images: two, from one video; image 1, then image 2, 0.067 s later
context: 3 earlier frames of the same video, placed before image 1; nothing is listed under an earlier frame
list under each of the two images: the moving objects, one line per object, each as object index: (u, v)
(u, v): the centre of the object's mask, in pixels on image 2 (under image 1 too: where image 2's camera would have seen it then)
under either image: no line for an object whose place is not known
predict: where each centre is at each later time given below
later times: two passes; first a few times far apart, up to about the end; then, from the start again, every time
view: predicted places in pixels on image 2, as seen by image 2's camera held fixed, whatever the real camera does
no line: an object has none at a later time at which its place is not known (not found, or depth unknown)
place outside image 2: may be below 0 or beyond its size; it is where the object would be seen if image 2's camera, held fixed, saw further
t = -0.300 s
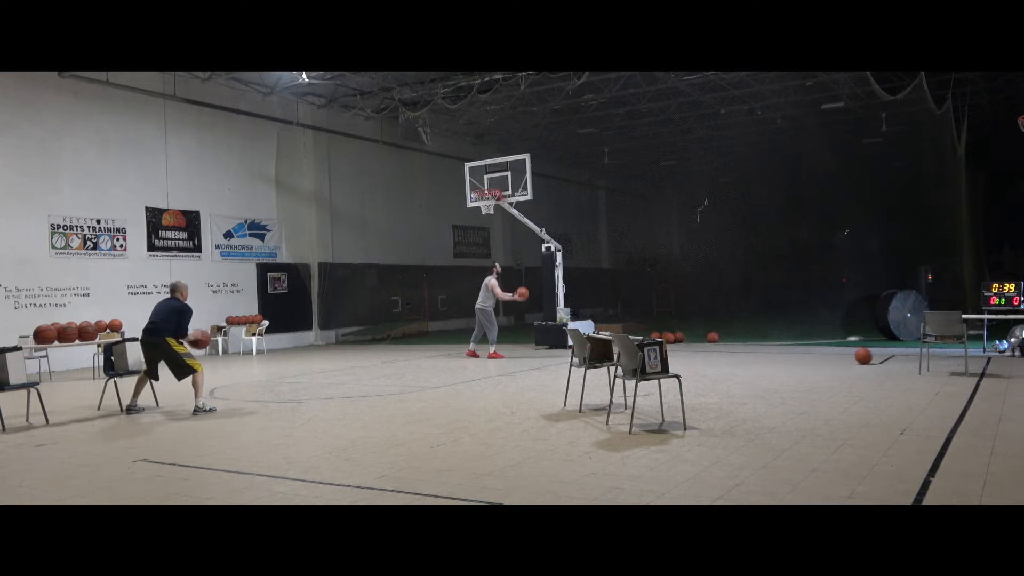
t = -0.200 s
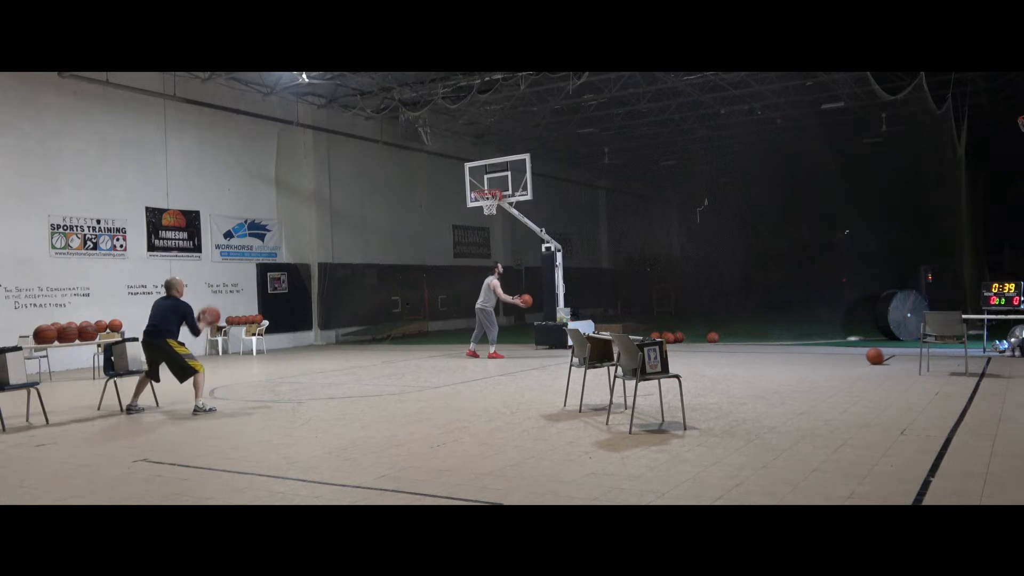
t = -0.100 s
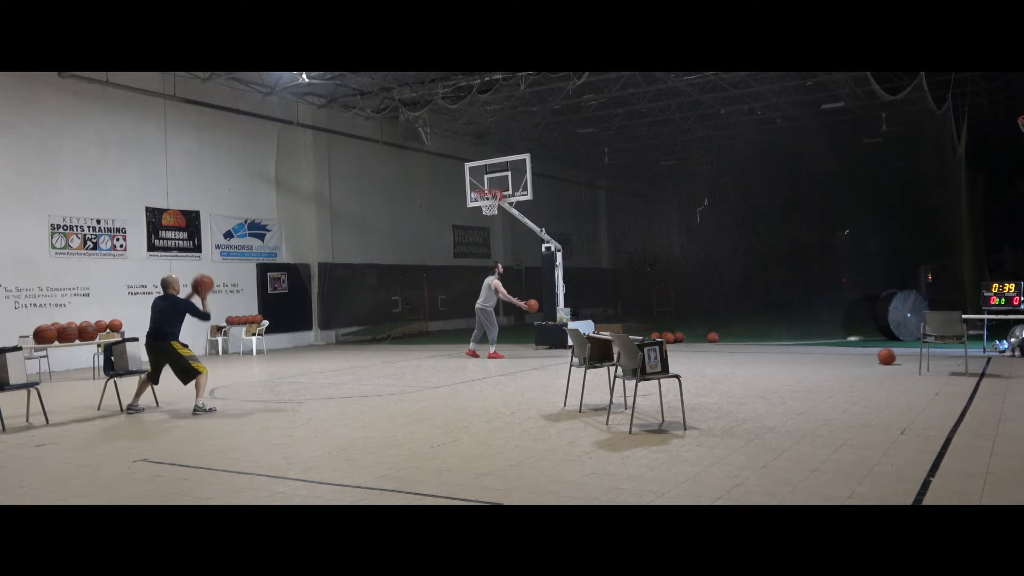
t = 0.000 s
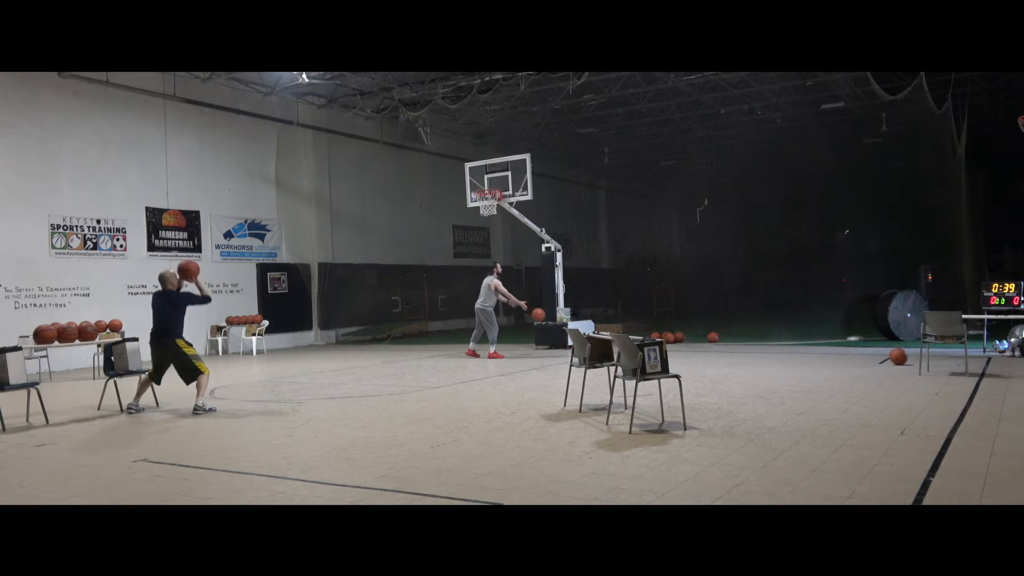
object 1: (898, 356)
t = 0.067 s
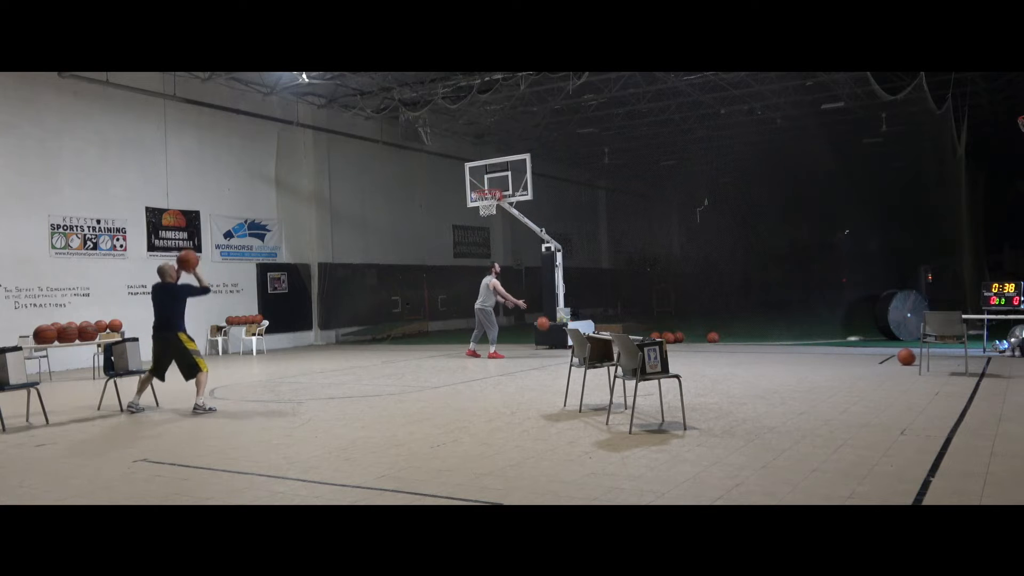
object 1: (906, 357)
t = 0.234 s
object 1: (927, 357)
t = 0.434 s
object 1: (952, 358)
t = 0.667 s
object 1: (980, 358)
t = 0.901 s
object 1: (1011, 359)
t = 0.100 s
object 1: (910, 357)
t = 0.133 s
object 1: (913, 357)
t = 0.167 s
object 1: (918, 357)
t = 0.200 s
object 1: (921, 357)
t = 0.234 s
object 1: (927, 357)
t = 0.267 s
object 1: (932, 357)
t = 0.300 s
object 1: (936, 357)
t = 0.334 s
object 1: (938, 357)
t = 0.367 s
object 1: (943, 357)
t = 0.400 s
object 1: (947, 357)
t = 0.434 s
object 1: (952, 358)
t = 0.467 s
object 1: (955, 358)
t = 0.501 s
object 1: (957, 358)
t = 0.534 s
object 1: (963, 358)
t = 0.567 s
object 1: (968, 358)
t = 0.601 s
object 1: (974, 358)
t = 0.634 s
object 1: (976, 358)
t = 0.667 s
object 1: (980, 358)
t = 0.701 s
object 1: (985, 358)
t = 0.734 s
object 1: (990, 358)
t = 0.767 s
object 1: (994, 358)
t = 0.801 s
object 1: (998, 358)
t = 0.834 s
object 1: (1003, 359)
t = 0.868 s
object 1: (1007, 358)
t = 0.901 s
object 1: (1011, 359)
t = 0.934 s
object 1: (1016, 359)
